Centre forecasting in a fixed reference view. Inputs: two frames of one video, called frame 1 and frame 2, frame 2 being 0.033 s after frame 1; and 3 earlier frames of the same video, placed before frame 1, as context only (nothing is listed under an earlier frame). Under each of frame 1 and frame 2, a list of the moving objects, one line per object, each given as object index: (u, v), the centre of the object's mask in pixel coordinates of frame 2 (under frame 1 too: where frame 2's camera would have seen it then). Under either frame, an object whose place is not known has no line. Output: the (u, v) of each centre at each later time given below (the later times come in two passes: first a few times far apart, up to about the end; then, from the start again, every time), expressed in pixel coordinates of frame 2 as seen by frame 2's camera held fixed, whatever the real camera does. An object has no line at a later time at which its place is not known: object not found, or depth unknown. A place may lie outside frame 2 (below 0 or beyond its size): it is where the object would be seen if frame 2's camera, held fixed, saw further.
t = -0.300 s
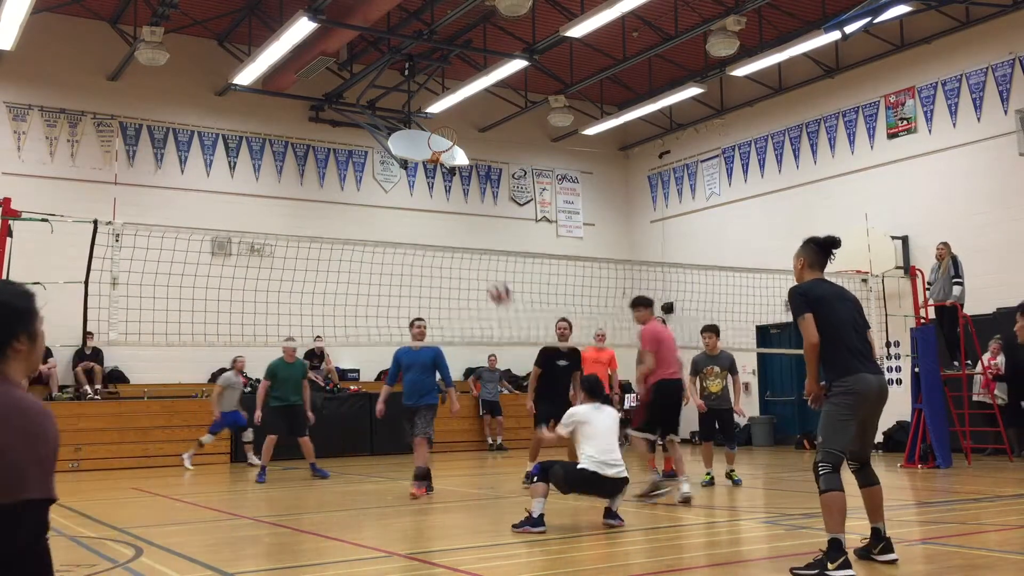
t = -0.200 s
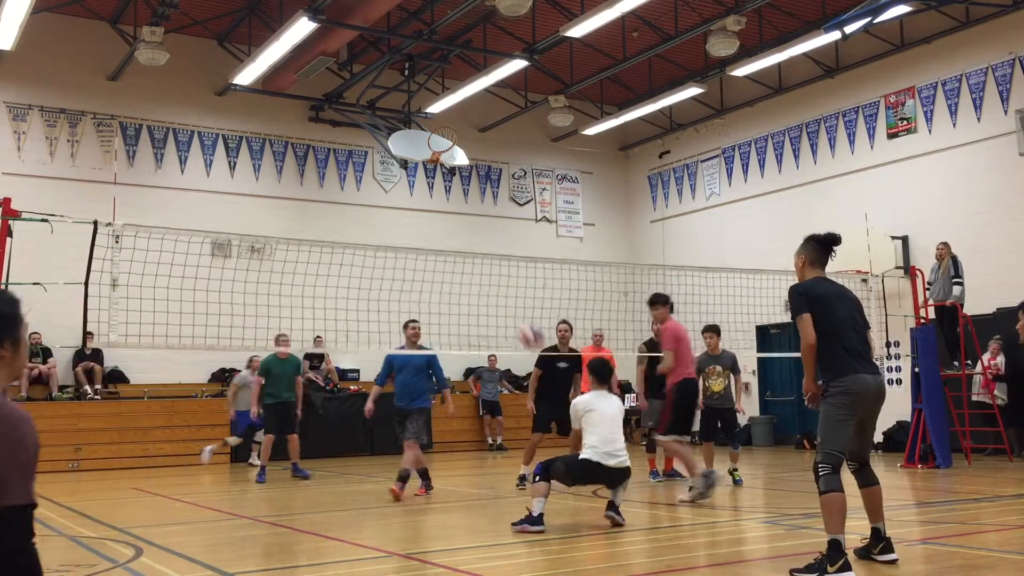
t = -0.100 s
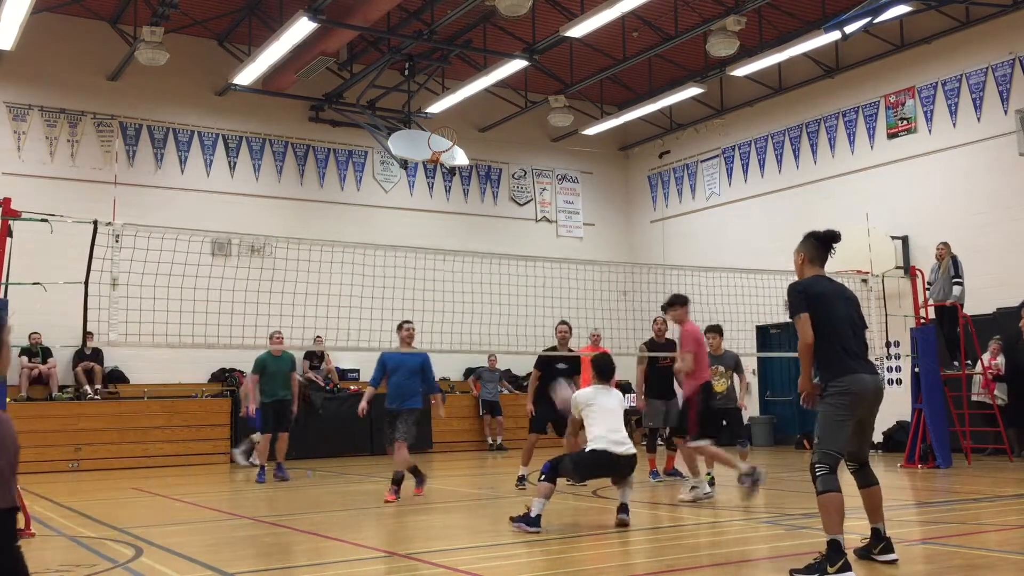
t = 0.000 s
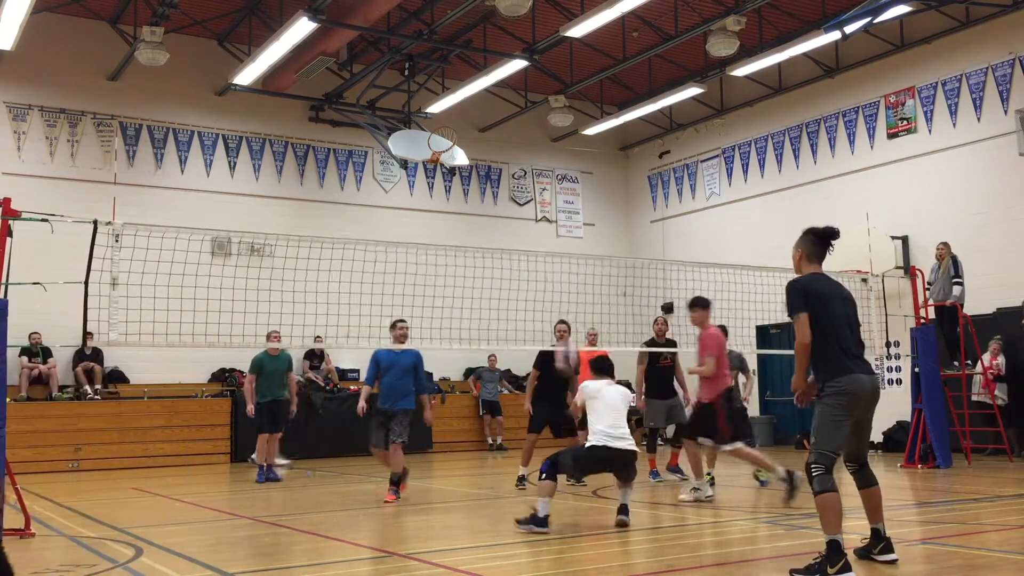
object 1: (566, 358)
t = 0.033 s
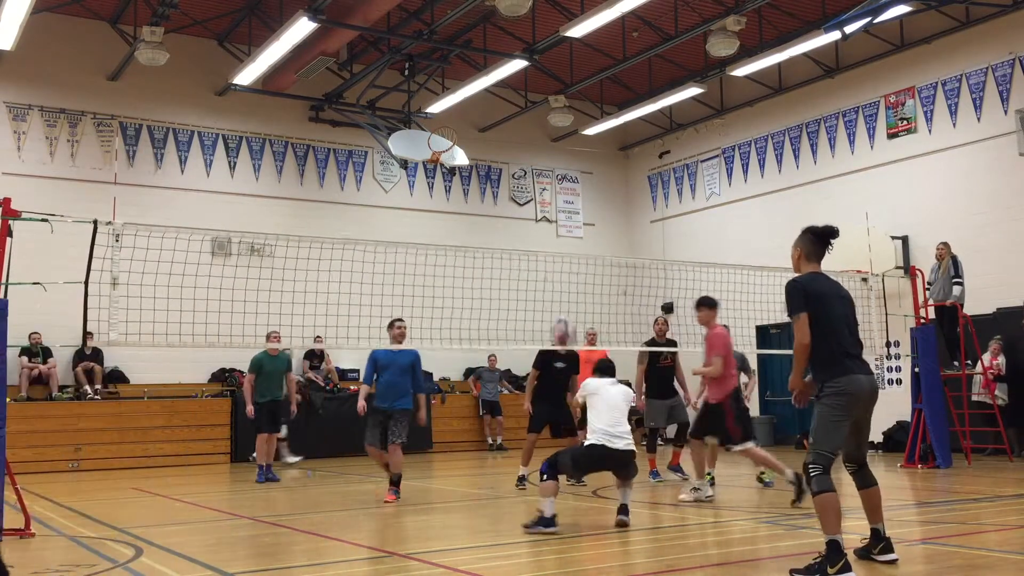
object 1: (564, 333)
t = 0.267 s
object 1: (540, 209)
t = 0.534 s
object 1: (516, 146)
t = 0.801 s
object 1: (494, 166)
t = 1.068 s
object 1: (474, 270)
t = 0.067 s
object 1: (560, 310)
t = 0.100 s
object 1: (557, 290)
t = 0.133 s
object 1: (553, 272)
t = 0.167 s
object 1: (551, 254)
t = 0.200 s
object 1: (546, 238)
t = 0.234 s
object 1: (542, 224)
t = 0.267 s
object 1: (540, 209)
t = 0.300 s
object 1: (536, 196)
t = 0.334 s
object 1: (533, 184)
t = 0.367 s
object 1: (530, 174)
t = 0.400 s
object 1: (528, 165)
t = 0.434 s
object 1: (525, 159)
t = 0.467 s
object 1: (521, 153)
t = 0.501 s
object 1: (519, 149)
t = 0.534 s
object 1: (516, 146)
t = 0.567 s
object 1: (513, 144)
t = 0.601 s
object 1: (510, 143)
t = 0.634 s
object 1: (507, 144)
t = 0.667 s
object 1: (505, 145)
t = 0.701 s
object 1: (501, 149)
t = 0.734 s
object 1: (499, 152)
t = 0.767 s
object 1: (498, 159)
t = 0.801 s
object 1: (494, 166)
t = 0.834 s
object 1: (491, 175)
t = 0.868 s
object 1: (489, 184)
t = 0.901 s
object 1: (487, 195)
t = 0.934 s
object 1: (484, 209)
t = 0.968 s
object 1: (482, 222)
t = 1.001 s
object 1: (479, 236)
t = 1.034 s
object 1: (476, 252)
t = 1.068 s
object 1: (474, 270)
